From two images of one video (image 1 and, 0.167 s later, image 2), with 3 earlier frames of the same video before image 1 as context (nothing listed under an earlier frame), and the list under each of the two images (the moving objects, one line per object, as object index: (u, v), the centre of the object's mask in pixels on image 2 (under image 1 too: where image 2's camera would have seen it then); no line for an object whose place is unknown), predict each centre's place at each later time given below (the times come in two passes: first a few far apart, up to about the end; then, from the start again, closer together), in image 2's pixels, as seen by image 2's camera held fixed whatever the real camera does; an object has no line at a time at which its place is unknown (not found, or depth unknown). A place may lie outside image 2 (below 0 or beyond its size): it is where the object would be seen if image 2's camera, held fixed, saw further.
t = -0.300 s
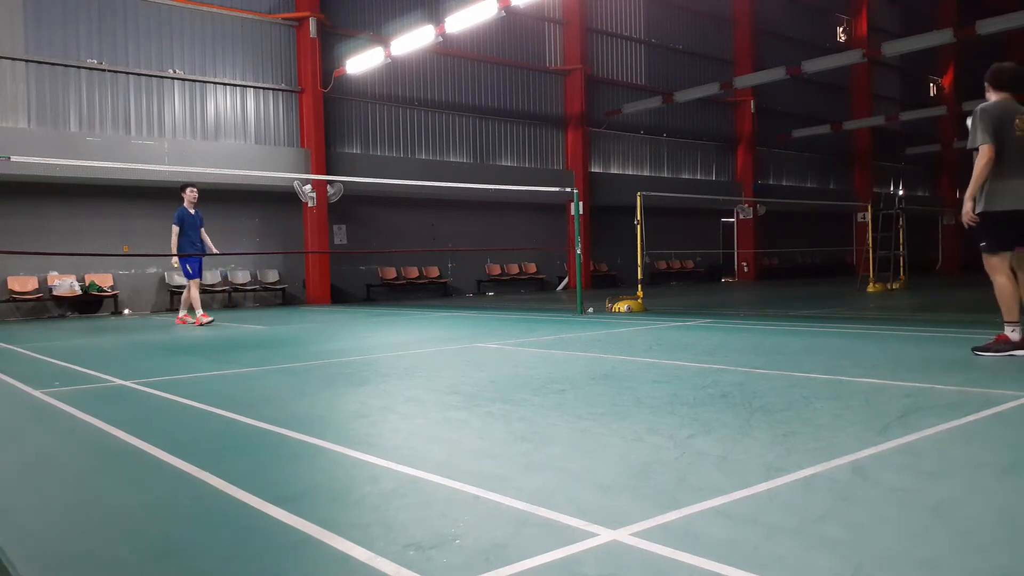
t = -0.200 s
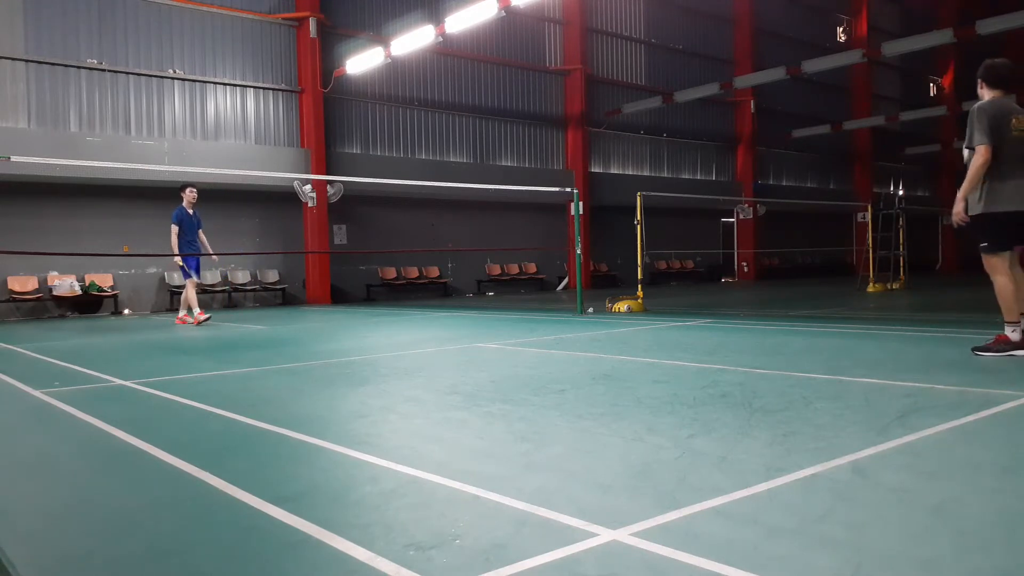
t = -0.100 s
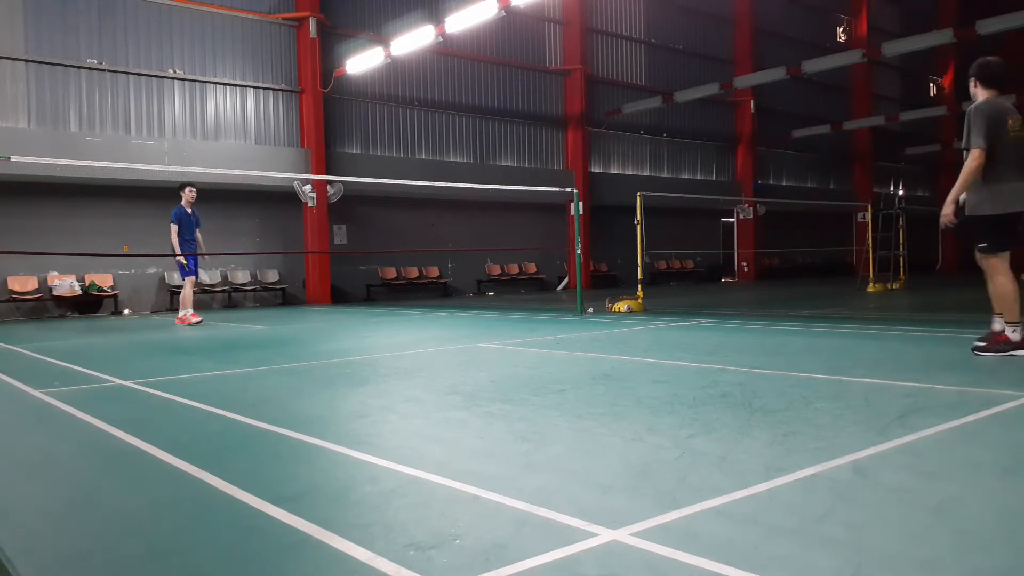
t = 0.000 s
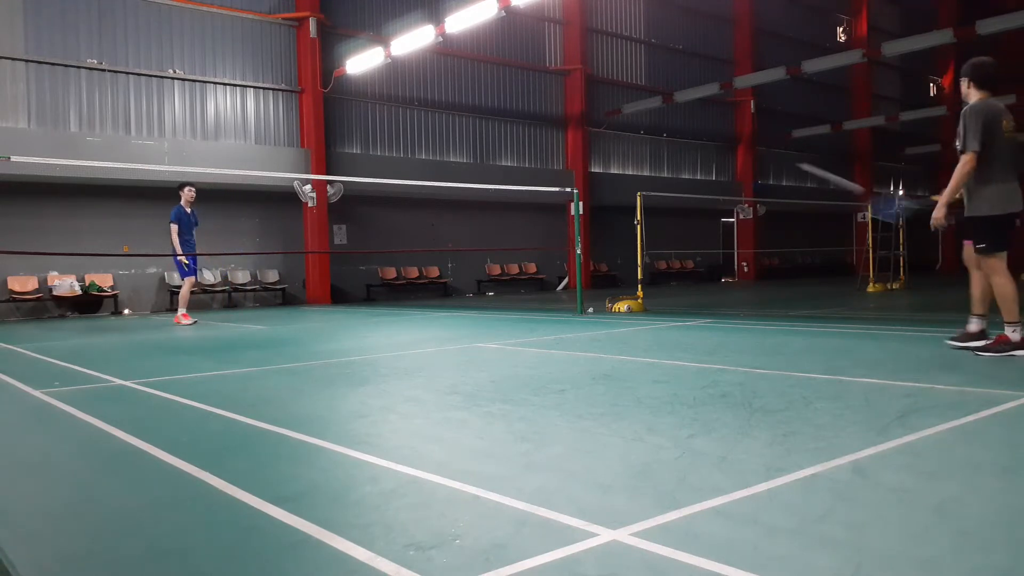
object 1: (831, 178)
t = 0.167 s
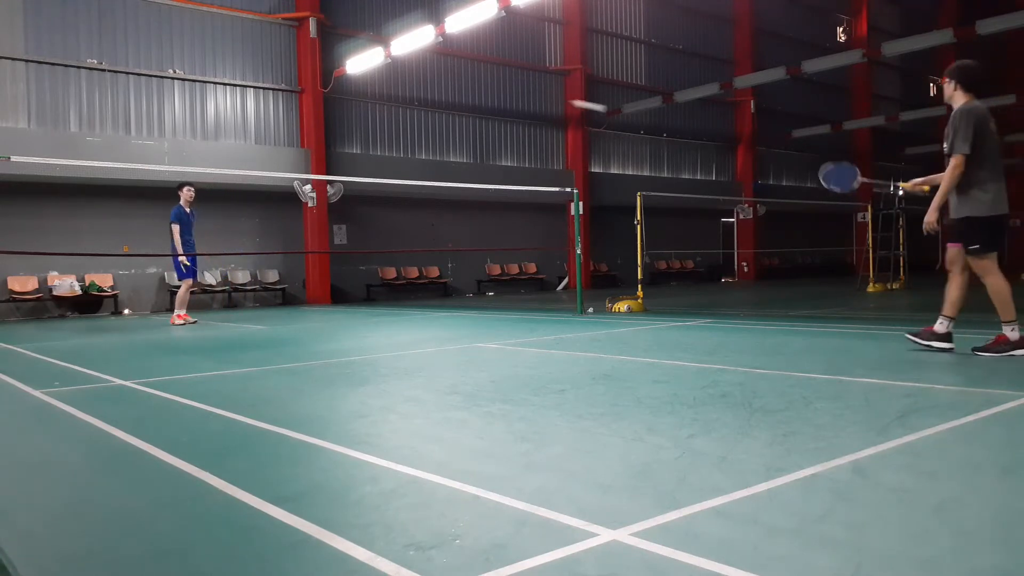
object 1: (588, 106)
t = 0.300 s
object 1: (479, 90)
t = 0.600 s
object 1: (330, 119)
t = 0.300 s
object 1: (479, 90)
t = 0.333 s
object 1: (457, 89)
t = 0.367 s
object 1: (437, 90)
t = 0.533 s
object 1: (356, 107)
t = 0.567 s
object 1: (342, 113)
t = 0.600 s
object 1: (330, 119)
